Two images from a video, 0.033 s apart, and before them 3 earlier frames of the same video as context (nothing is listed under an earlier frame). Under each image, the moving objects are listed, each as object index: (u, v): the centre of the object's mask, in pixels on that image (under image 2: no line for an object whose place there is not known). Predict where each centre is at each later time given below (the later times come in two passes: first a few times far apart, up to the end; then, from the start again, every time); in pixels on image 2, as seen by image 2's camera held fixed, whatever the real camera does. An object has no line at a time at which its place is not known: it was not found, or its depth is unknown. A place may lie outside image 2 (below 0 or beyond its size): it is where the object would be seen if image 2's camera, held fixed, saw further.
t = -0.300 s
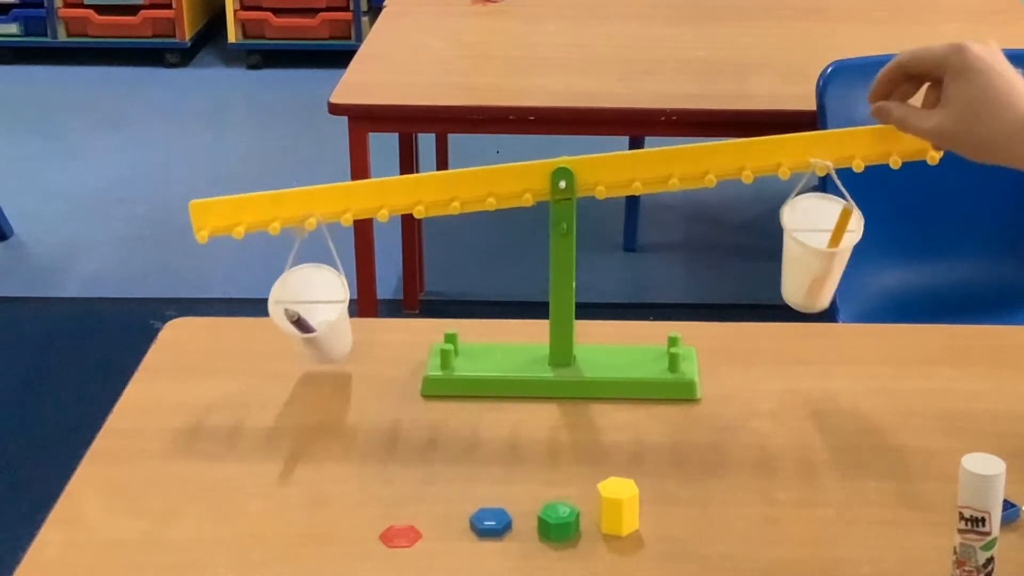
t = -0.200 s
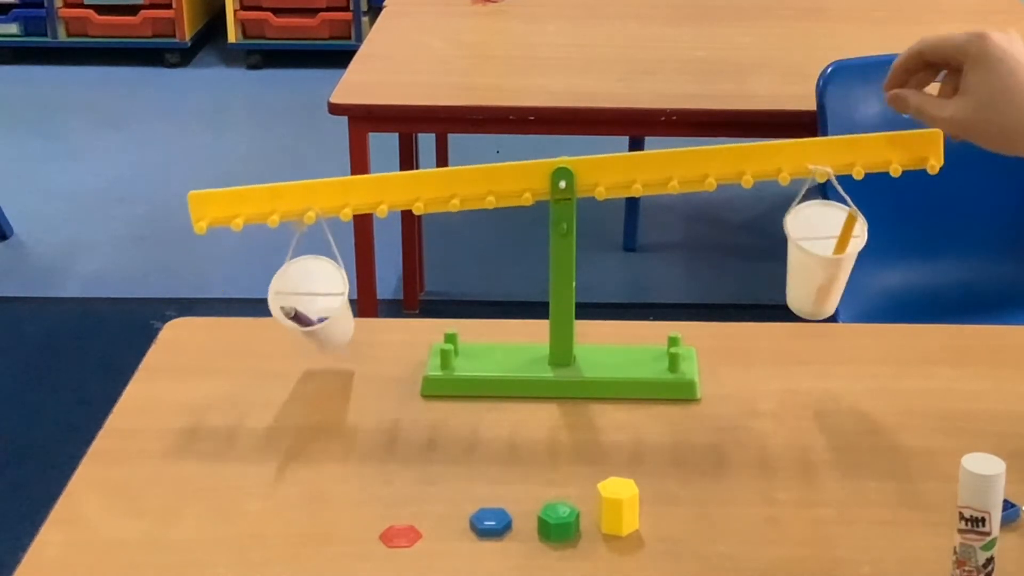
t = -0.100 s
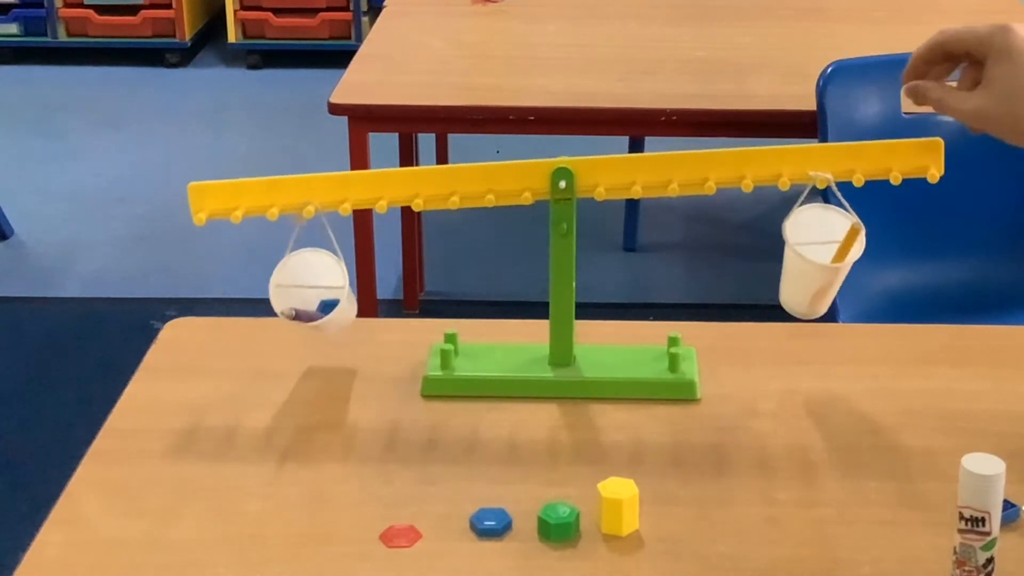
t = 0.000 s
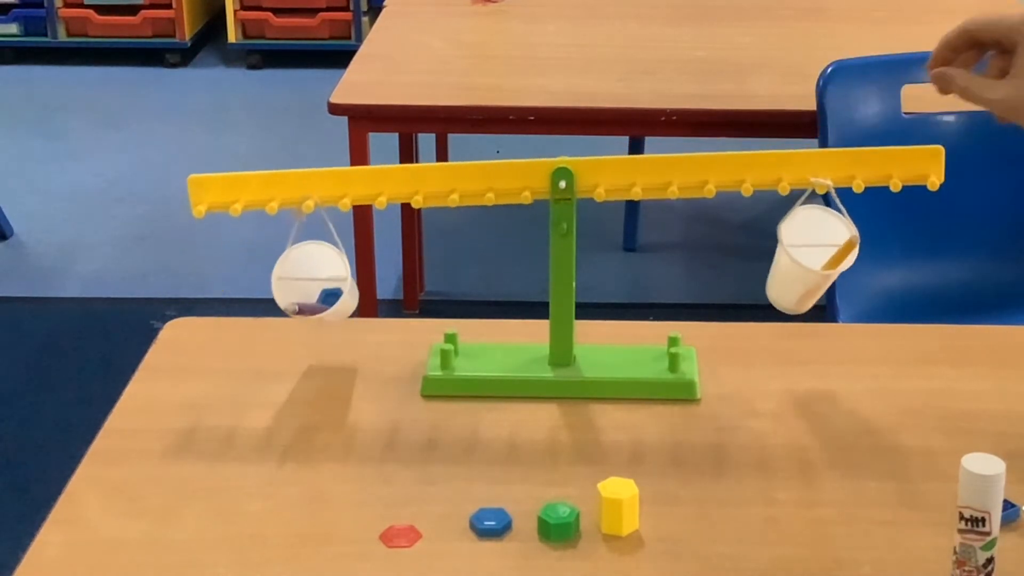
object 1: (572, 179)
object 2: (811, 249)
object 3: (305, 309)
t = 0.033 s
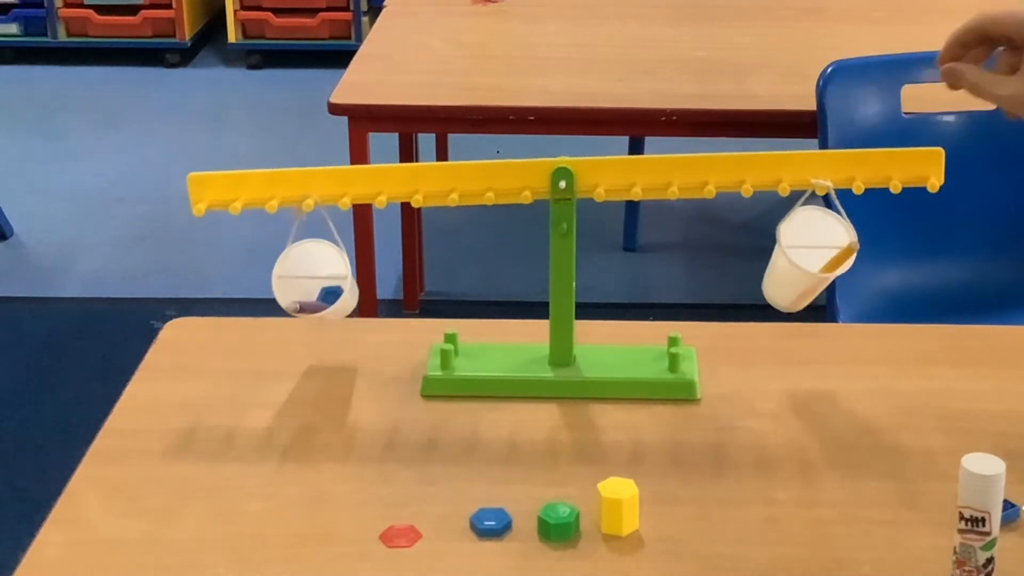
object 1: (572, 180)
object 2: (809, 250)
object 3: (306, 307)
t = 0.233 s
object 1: (572, 181)
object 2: (809, 258)
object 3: (304, 300)
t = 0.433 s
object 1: (556, 184)
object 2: (819, 264)
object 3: (302, 293)
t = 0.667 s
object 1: (553, 180)
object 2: (808, 259)
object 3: (311, 301)
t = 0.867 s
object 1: (572, 180)
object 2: (810, 256)
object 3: (309, 303)
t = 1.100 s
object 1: (572, 179)
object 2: (819, 256)
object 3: (296, 303)
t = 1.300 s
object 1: (573, 180)
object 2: (810, 247)
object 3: (300, 312)
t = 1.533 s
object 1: (572, 179)
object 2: (812, 238)
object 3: (310, 320)
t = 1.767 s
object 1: (570, 180)
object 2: (817, 241)
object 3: (308, 320)
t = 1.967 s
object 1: (573, 179)
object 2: (812, 235)
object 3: (310, 323)
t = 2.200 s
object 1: (573, 179)
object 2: (812, 230)
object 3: (313, 329)
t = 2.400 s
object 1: (573, 179)
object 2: (816, 236)
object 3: (305, 326)
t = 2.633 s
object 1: (568, 179)
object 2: (814, 237)
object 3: (303, 322)
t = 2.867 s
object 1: (573, 179)
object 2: (811, 234)
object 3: (310, 325)
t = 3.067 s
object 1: (573, 179)
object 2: (815, 239)
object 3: (309, 322)
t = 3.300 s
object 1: (567, 179)
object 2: (814, 241)
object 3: (307, 319)
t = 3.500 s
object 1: (573, 179)
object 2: (810, 236)
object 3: (309, 322)
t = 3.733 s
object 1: (573, 179)
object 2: (815, 239)
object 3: (307, 323)
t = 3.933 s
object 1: (568, 179)
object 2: (815, 239)
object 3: (304, 321)
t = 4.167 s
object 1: (573, 179)
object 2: (810, 233)
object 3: (307, 325)
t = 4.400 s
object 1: (568, 179)
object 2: (815, 235)
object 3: (311, 327)
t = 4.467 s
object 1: (573, 179)
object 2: (816, 236)
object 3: (310, 326)
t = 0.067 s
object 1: (572, 179)
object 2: (808, 250)
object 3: (307, 307)
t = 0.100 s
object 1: (572, 180)
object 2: (806, 251)
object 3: (307, 307)
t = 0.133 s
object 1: (572, 179)
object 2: (805, 252)
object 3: (307, 306)
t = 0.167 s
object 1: (572, 180)
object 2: (805, 254)
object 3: (307, 305)
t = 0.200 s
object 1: (573, 180)
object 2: (806, 256)
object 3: (305, 303)
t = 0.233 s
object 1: (572, 181)
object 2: (809, 258)
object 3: (304, 300)
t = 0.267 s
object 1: (573, 180)
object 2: (811, 259)
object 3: (303, 298)
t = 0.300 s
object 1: (573, 180)
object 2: (813, 261)
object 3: (303, 297)
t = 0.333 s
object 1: (552, 181)
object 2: (816, 262)
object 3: (302, 296)
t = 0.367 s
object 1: (552, 180)
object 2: (817, 263)
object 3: (302, 295)
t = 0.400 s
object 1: (563, 180)
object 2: (819, 264)
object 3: (302, 294)
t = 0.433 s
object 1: (556, 184)
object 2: (819, 264)
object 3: (302, 293)
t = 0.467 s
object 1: (556, 184)
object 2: (819, 264)
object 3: (303, 292)
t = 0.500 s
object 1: (556, 185)
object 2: (818, 264)
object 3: (304, 294)
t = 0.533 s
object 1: (553, 180)
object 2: (817, 263)
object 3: (305, 296)
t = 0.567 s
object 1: (573, 179)
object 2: (815, 262)
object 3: (307, 298)
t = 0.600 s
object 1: (556, 185)
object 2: (812, 261)
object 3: (308, 299)
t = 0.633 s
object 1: (553, 181)
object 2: (810, 260)
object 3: (309, 300)
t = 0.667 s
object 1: (553, 180)
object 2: (808, 259)
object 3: (311, 301)
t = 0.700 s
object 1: (556, 184)
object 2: (807, 258)
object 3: (312, 301)
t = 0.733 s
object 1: (556, 184)
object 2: (806, 257)
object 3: (313, 302)
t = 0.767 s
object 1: (556, 184)
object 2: (806, 256)
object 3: (313, 302)
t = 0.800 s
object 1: (572, 180)
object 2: (807, 256)
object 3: (313, 303)
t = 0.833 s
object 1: (572, 180)
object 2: (808, 256)
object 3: (311, 303)
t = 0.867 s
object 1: (572, 180)
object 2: (810, 256)
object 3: (309, 303)
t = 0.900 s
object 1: (573, 180)
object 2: (812, 256)
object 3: (307, 303)
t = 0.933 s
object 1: (573, 180)
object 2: (814, 257)
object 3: (304, 303)
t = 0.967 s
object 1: (573, 180)
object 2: (816, 257)
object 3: (303, 304)
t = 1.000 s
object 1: (573, 180)
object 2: (817, 257)
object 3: (300, 303)
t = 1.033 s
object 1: (573, 180)
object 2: (818, 257)
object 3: (299, 303)
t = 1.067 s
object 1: (573, 180)
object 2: (819, 257)
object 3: (297, 303)
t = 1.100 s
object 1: (572, 179)
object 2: (819, 256)
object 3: (296, 303)
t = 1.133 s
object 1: (569, 180)
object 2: (818, 255)
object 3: (296, 303)
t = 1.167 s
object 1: (569, 180)
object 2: (817, 254)
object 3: (296, 304)
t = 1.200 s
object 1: (573, 180)
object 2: (815, 253)
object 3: (296, 306)
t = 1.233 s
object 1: (573, 180)
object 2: (813, 251)
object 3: (298, 308)
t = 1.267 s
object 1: (573, 180)
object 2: (812, 249)
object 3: (298, 310)
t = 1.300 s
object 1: (573, 180)
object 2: (810, 247)
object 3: (300, 312)
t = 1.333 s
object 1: (573, 180)
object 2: (809, 245)
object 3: (301, 314)
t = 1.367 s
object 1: (573, 179)
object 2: (809, 243)
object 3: (304, 315)
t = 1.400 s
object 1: (573, 179)
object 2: (809, 241)
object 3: (306, 317)
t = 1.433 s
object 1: (566, 179)
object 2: (809, 240)
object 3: (308, 318)
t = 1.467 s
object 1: (573, 179)
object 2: (810, 239)
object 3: (309, 319)
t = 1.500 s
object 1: (572, 177)
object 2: (811, 239)
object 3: (310, 319)
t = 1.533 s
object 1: (572, 179)
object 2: (812, 238)
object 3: (310, 320)
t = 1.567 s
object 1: (572, 177)
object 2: (814, 239)
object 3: (310, 320)
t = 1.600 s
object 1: (573, 179)
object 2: (815, 239)
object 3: (310, 321)
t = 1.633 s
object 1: (573, 179)
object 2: (816, 240)
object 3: (310, 321)
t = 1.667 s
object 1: (573, 179)
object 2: (816, 241)
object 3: (309, 321)
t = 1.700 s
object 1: (573, 179)
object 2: (817, 241)
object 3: (309, 321)
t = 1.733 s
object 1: (573, 179)
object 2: (817, 241)
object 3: (308, 320)
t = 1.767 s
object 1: (570, 180)
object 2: (817, 241)
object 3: (308, 320)
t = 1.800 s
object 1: (573, 179)
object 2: (816, 241)
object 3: (308, 320)
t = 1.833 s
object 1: (571, 179)
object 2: (816, 240)
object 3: (308, 320)
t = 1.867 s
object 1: (573, 179)
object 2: (815, 239)
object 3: (308, 320)
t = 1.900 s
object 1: (571, 179)
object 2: (814, 238)
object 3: (309, 321)
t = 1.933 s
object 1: (573, 179)
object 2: (813, 237)
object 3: (309, 322)
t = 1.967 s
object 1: (573, 179)
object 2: (812, 235)
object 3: (310, 323)
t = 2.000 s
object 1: (573, 179)
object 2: (812, 234)
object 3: (311, 325)
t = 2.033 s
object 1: (573, 179)
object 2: (811, 232)
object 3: (312, 326)
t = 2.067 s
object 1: (573, 179)
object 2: (811, 231)
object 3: (313, 327)
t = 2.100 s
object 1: (573, 179)
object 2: (811, 230)
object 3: (313, 328)
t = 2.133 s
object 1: (573, 179)
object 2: (811, 230)
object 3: (314, 328)
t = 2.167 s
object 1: (573, 179)
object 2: (811, 229)
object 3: (314, 329)
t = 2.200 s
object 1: (573, 179)
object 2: (812, 230)
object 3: (313, 329)
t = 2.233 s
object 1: (573, 179)
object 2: (812, 230)
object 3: (313, 329)
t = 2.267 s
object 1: (573, 179)
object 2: (813, 231)
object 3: (311, 329)
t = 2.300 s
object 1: (567, 179)
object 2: (814, 232)
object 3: (310, 328)
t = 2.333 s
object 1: (568, 179)
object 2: (814, 234)
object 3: (308, 327)
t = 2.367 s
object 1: (573, 179)
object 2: (815, 235)
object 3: (307, 326)
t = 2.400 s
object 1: (573, 179)
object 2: (816, 236)
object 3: (305, 326)
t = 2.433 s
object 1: (573, 179)
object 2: (816, 237)
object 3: (304, 325)
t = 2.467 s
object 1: (568, 179)
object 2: (816, 238)
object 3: (303, 323)
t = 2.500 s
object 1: (573, 179)
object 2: (816, 238)
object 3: (303, 322)
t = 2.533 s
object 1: (573, 179)
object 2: (816, 238)
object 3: (303, 322)
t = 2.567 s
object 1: (573, 179)
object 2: (815, 238)
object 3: (302, 321)
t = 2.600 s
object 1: (573, 179)
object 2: (814, 237)
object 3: (302, 322)
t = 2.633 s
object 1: (568, 179)
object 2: (814, 237)
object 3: (303, 322)
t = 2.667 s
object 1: (573, 179)
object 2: (813, 236)
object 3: (304, 323)
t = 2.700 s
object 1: (573, 179)
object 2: (812, 235)
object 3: (304, 324)
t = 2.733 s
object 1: (567, 179)
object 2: (812, 235)
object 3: (305, 324)
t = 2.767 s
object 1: (573, 179)
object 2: (811, 234)
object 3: (306, 325)
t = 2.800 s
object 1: (573, 179)
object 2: (811, 234)
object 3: (308, 325)
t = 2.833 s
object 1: (567, 179)
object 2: (811, 233)
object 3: (309, 325)
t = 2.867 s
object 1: (573, 179)
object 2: (811, 234)
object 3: (310, 325)
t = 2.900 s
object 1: (573, 179)
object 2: (811, 234)
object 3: (310, 325)
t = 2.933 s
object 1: (573, 179)
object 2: (812, 235)
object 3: (310, 324)
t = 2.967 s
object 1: (573, 179)
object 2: (813, 236)
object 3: (310, 324)
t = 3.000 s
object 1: (573, 179)
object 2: (813, 237)
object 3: (310, 323)
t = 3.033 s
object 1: (573, 179)
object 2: (814, 238)
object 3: (309, 323)
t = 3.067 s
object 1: (573, 179)
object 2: (815, 239)
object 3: (309, 322)
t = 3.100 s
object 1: (573, 179)
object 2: (816, 240)
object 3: (308, 321)
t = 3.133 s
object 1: (573, 179)
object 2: (817, 241)
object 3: (308, 320)
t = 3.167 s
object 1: (573, 179)
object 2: (817, 242)
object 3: (307, 319)
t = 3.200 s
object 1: (573, 179)
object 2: (816, 242)
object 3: (307, 319)
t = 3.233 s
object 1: (573, 179)
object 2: (816, 242)
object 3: (307, 319)
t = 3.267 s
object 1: (573, 179)
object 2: (815, 241)
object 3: (307, 319)
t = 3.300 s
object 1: (567, 179)
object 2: (814, 241)
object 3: (307, 319)
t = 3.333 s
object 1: (573, 179)
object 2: (813, 240)
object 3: (307, 319)
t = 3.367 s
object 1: (573, 179)
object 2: (812, 239)
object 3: (307, 320)
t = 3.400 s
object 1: (573, 179)
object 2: (811, 238)
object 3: (308, 320)
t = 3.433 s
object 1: (573, 179)
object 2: (811, 238)
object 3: (308, 321)
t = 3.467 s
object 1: (573, 179)
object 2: (810, 237)
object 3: (308, 321)
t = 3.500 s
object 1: (573, 179)
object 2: (810, 236)
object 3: (309, 322)
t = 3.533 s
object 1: (573, 179)
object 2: (810, 236)
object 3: (309, 322)
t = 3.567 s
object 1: (573, 179)
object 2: (811, 236)
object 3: (310, 323)
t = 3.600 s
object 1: (573, 179)
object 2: (811, 236)
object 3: (310, 323)
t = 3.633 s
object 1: (573, 179)
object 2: (812, 237)
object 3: (309, 323)
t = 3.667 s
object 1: (573, 179)
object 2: (813, 238)
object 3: (309, 323)
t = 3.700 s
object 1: (573, 179)
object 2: (814, 238)
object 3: (308, 323)
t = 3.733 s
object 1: (573, 179)
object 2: (815, 239)
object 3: (307, 323)
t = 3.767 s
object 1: (573, 179)
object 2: (816, 240)
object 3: (306, 322)
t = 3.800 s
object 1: (573, 179)
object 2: (817, 240)
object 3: (306, 322)
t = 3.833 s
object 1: (567, 179)
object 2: (817, 240)
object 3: (305, 322)
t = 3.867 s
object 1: (573, 179)
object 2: (817, 240)
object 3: (304, 321)
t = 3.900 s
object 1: (573, 179)
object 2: (816, 240)
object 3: (304, 321)
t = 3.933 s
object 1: (568, 179)
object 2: (815, 239)
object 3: (304, 321)
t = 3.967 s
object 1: (573, 179)
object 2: (814, 238)
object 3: (303, 321)
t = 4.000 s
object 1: (573, 179)
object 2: (813, 238)
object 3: (304, 321)
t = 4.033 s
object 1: (573, 179)
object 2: (812, 237)
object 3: (304, 321)
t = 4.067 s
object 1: (568, 179)
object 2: (811, 236)
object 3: (304, 322)
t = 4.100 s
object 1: (573, 179)
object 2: (811, 235)
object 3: (305, 323)
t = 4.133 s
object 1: (573, 179)
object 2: (810, 234)
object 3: (306, 324)
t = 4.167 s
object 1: (573, 179)
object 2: (810, 233)
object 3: (307, 325)
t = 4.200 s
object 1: (567, 179)
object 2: (810, 233)
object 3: (308, 326)
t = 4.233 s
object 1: (567, 179)
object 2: (811, 233)
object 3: (309, 326)
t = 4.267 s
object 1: (573, 179)
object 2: (811, 233)
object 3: (310, 327)
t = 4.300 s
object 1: (573, 179)
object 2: (812, 233)
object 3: (310, 327)
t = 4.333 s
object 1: (573, 179)
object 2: (813, 234)
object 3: (310, 327)
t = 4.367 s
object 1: (573, 179)
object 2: (814, 234)
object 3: (311, 327)
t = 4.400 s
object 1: (568, 179)
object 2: (815, 235)
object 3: (311, 327)
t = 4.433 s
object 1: (573, 179)
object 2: (816, 236)
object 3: (311, 327)
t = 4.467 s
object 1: (573, 179)
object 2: (816, 236)
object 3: (310, 326)
